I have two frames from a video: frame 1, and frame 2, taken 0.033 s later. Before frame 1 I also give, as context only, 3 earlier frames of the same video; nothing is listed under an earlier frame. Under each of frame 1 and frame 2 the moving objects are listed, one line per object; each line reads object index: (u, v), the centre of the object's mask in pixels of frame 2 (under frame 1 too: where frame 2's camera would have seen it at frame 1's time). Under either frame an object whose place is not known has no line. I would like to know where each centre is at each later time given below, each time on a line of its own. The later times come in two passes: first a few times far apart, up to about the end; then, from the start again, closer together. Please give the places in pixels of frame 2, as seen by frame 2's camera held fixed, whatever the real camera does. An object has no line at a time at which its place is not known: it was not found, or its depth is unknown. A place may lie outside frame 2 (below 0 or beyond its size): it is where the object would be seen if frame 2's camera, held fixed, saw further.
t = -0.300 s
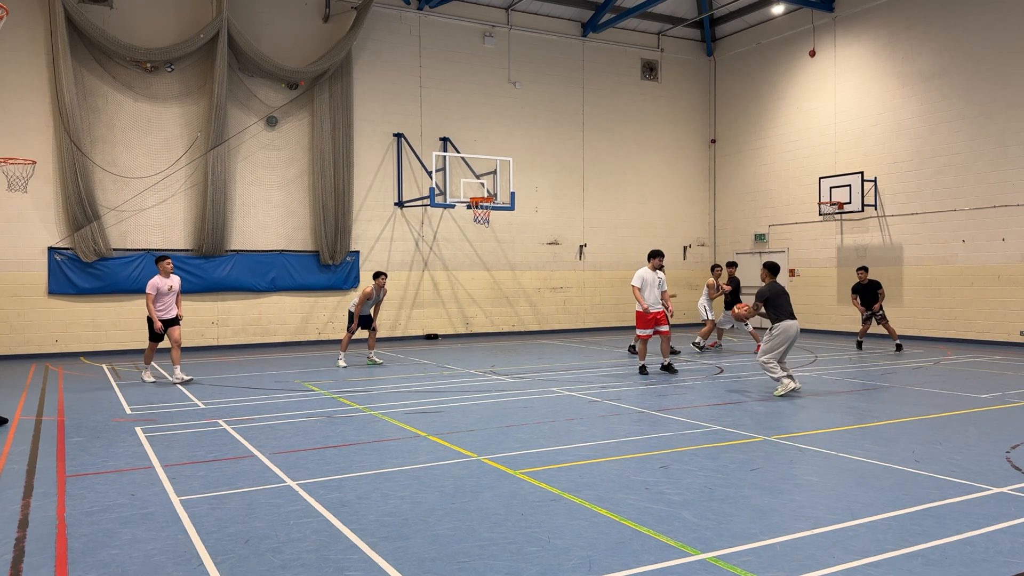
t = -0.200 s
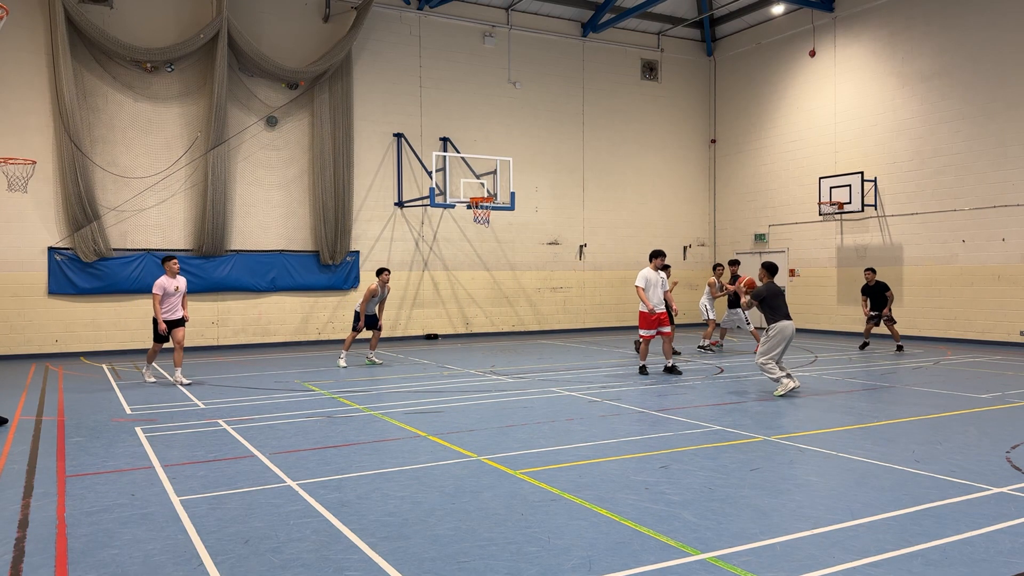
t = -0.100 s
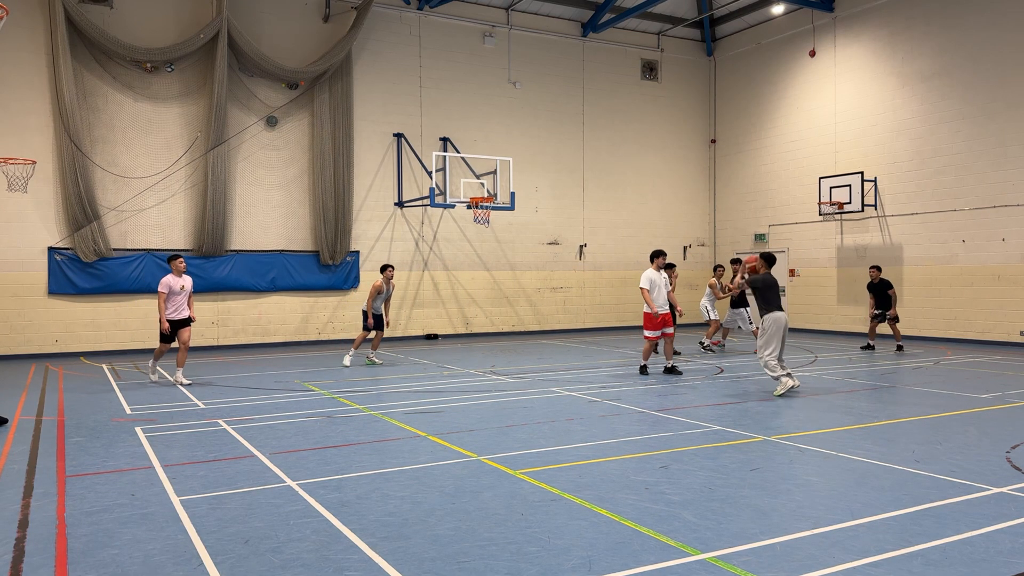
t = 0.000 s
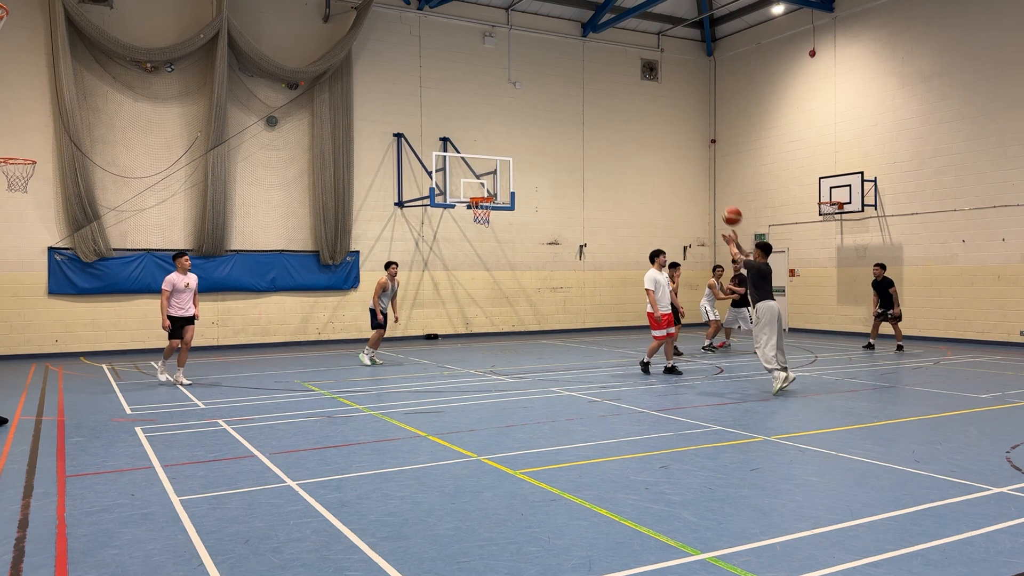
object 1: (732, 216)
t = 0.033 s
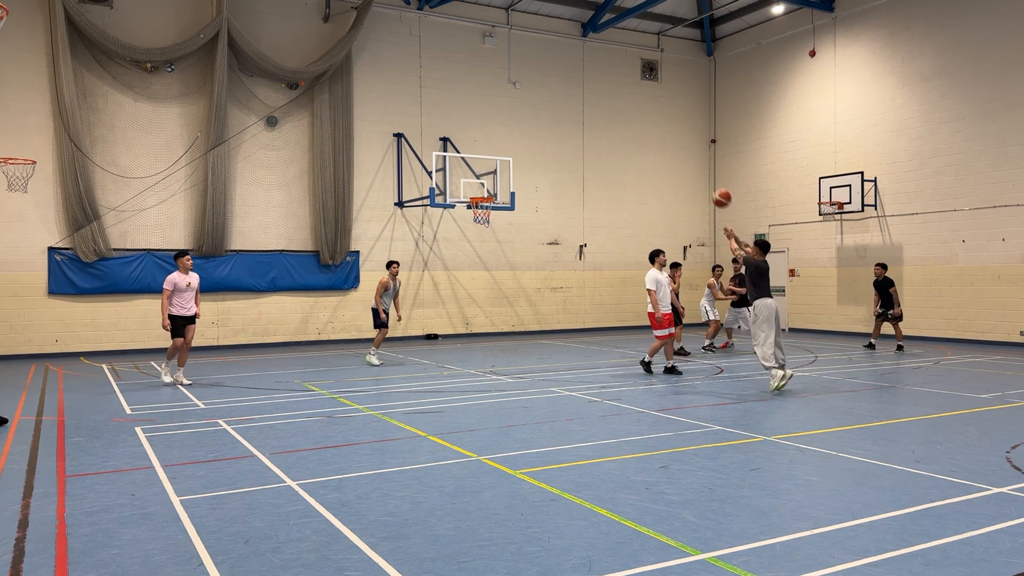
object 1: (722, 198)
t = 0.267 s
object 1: (657, 106)
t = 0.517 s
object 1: (601, 62)
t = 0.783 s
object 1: (552, 62)
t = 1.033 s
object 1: (514, 97)
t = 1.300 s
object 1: (480, 160)
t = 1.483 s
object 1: (479, 205)
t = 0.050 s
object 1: (716, 190)
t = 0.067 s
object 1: (711, 181)
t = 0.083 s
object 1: (706, 173)
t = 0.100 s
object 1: (701, 166)
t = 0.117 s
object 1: (697, 159)
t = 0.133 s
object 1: (692, 151)
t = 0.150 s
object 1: (687, 145)
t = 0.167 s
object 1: (683, 138)
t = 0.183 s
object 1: (678, 132)
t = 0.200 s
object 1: (674, 127)
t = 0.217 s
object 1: (669, 121)
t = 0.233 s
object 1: (665, 116)
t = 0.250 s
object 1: (661, 111)
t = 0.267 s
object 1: (657, 106)
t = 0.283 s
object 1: (652, 101)
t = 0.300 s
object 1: (649, 97)
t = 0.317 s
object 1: (644, 93)
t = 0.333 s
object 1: (640, 89)
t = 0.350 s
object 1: (637, 85)
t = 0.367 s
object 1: (633, 82)
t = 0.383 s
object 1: (629, 79)
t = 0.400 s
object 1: (626, 76)
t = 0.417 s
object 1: (622, 74)
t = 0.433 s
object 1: (619, 71)
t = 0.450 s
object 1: (615, 69)
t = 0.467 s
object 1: (611, 67)
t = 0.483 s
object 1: (608, 65)
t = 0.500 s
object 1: (604, 64)
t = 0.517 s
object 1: (601, 62)
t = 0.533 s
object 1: (598, 61)
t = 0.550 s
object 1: (594, 59)
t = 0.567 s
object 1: (591, 59)
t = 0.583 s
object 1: (588, 58)
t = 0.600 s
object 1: (585, 58)
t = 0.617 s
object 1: (582, 57)
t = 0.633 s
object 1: (579, 57)
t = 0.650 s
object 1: (576, 57)
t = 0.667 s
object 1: (573, 57)
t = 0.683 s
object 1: (570, 57)
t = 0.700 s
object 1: (567, 58)
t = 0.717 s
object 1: (564, 58)
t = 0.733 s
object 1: (561, 59)
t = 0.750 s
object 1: (558, 60)
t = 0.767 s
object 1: (555, 61)
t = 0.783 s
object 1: (552, 62)
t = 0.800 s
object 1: (550, 64)
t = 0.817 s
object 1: (547, 65)
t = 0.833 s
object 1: (544, 67)
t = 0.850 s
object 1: (542, 68)
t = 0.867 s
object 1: (539, 71)
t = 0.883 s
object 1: (536, 73)
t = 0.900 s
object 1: (534, 75)
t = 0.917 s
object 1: (531, 77)
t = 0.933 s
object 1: (529, 79)
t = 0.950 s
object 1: (527, 82)
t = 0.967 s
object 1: (524, 85)
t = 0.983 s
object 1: (522, 88)
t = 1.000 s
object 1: (519, 91)
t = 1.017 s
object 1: (517, 93)
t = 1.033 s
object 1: (514, 97)
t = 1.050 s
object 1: (512, 100)
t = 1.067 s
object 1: (510, 103)
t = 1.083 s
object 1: (508, 107)
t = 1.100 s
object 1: (505, 110)
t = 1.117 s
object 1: (503, 114)
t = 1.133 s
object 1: (501, 118)
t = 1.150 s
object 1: (499, 122)
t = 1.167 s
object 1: (497, 126)
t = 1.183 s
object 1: (495, 130)
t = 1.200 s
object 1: (492, 134)
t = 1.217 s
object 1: (490, 138)
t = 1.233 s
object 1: (488, 142)
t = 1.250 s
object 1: (486, 147)
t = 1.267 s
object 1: (484, 151)
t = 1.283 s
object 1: (482, 156)
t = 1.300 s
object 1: (480, 160)
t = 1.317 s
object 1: (478, 165)
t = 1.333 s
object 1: (477, 169)
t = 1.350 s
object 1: (474, 175)
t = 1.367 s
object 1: (472, 180)
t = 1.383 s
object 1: (472, 184)
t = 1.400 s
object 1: (473, 186)
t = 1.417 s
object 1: (474, 190)
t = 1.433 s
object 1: (475, 192)
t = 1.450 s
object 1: (476, 194)
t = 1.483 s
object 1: (479, 205)
